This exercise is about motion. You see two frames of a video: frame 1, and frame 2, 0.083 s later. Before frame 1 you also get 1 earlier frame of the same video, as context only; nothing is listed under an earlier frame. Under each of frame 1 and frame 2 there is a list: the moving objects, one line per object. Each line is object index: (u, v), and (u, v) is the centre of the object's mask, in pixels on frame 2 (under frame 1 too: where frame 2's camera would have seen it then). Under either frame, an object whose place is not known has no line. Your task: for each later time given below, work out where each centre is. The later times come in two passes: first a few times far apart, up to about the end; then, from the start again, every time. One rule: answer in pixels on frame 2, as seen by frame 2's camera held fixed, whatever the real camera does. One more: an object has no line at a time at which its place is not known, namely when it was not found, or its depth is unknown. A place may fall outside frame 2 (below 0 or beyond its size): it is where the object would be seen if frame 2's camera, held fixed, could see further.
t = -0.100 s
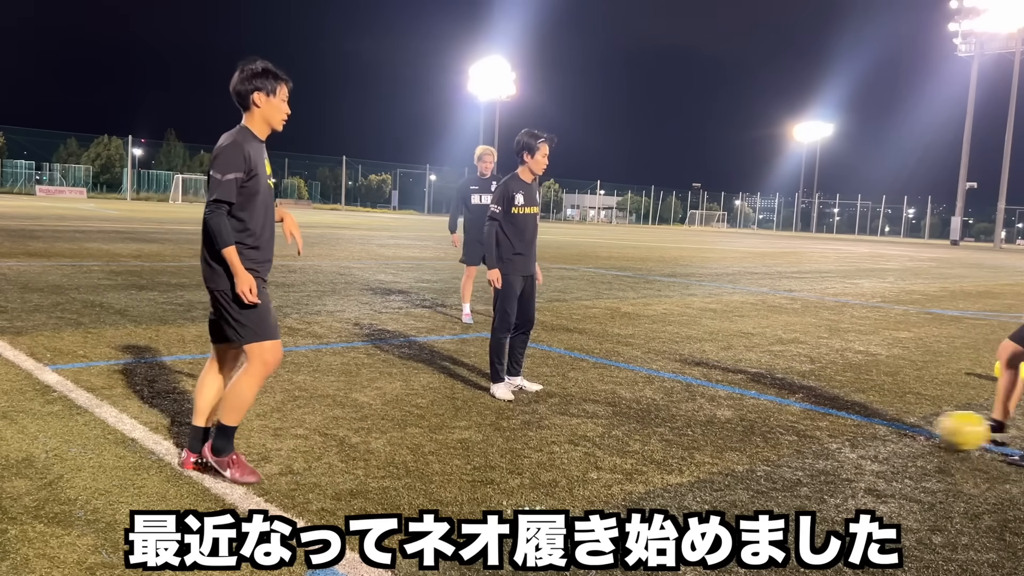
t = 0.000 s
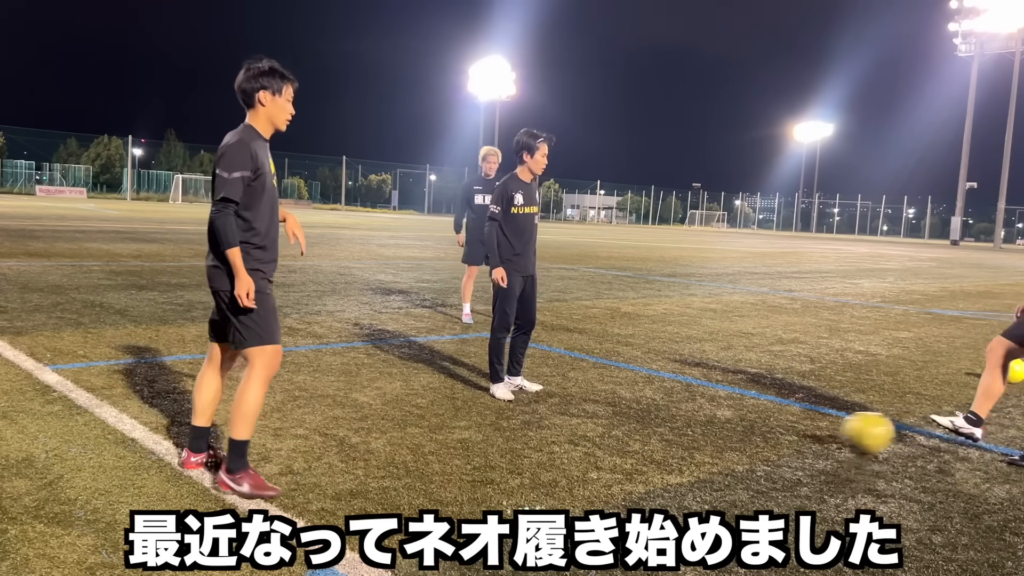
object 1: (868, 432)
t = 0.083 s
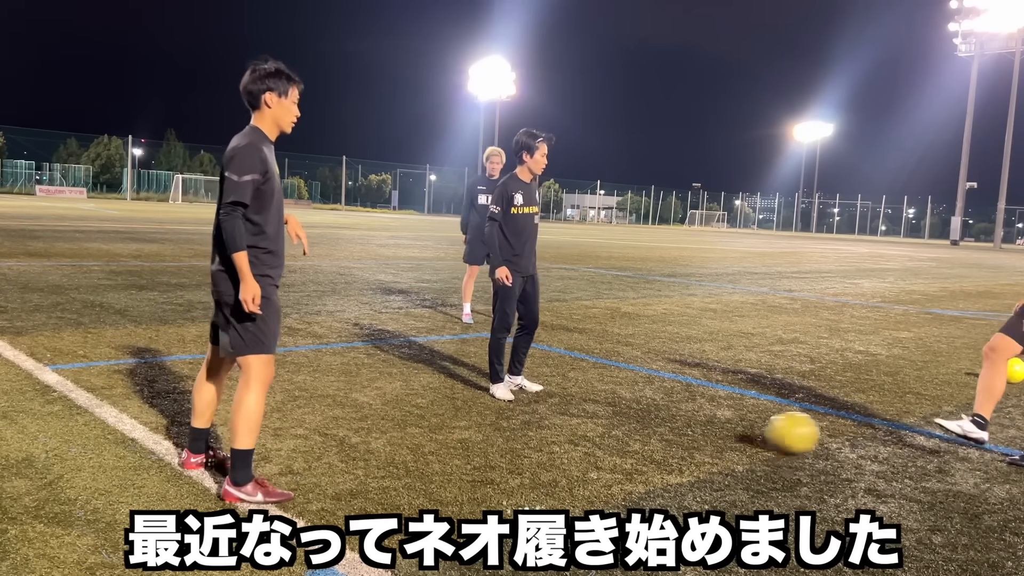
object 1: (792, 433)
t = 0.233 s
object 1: (668, 434)
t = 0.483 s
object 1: (481, 438)
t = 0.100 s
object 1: (778, 433)
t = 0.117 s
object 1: (765, 432)
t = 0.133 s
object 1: (750, 432)
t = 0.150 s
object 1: (735, 433)
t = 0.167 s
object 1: (721, 434)
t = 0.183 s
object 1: (709, 434)
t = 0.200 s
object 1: (695, 434)
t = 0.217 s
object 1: (681, 434)
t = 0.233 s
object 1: (668, 434)
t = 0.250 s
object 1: (655, 434)
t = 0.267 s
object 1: (642, 434)
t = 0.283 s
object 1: (629, 435)
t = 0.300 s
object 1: (617, 435)
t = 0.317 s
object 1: (605, 435)
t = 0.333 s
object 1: (593, 435)
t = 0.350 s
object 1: (581, 435)
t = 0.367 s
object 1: (568, 435)
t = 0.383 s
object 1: (556, 435)
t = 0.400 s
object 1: (544, 436)
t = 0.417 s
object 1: (531, 437)
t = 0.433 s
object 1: (519, 436)
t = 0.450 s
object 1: (507, 436)
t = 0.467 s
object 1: (494, 437)
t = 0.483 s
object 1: (481, 438)
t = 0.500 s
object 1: (469, 439)
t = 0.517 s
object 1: (457, 439)
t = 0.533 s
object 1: (444, 438)
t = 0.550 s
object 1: (432, 438)
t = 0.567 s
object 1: (419, 438)
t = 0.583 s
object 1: (407, 438)
